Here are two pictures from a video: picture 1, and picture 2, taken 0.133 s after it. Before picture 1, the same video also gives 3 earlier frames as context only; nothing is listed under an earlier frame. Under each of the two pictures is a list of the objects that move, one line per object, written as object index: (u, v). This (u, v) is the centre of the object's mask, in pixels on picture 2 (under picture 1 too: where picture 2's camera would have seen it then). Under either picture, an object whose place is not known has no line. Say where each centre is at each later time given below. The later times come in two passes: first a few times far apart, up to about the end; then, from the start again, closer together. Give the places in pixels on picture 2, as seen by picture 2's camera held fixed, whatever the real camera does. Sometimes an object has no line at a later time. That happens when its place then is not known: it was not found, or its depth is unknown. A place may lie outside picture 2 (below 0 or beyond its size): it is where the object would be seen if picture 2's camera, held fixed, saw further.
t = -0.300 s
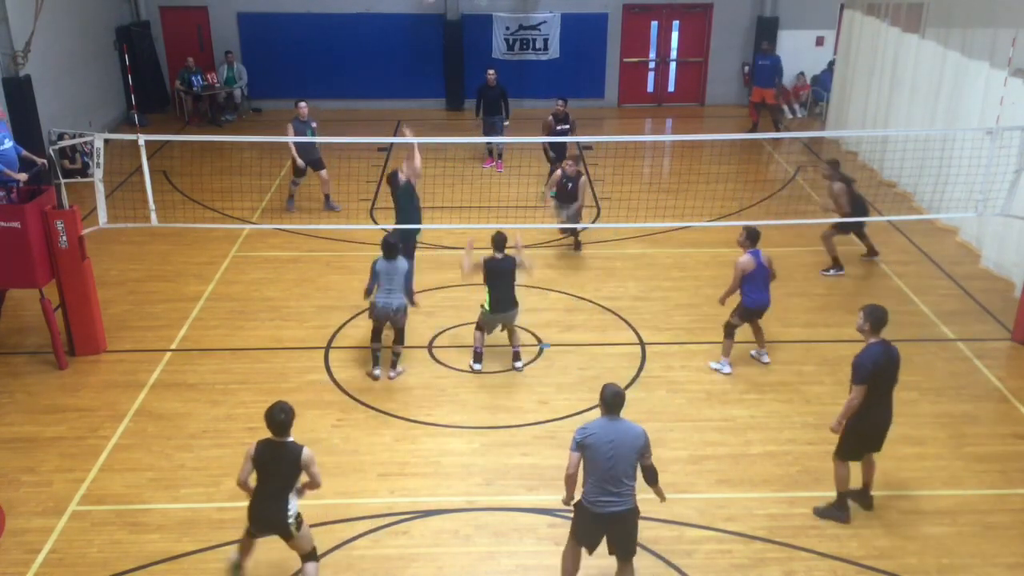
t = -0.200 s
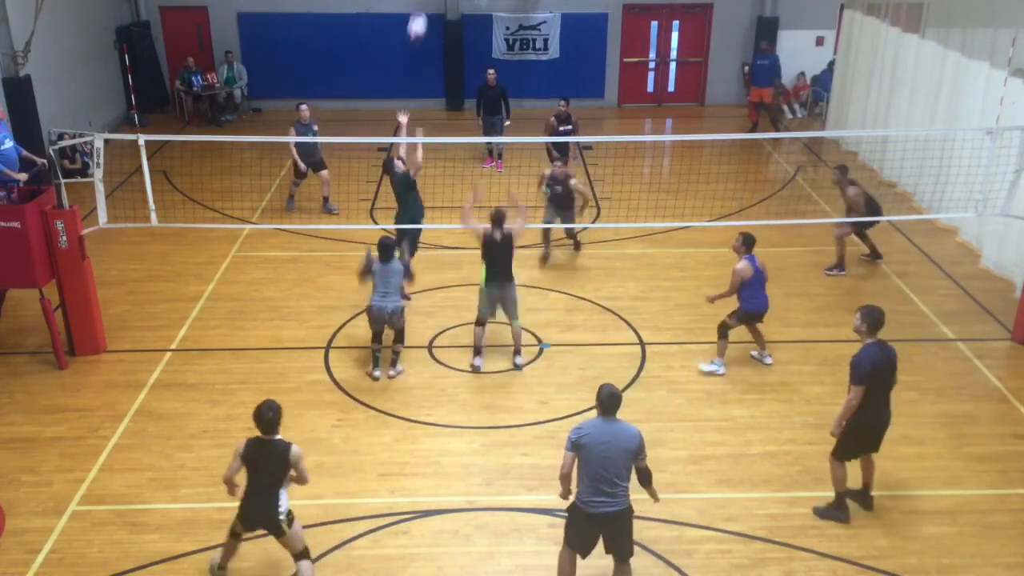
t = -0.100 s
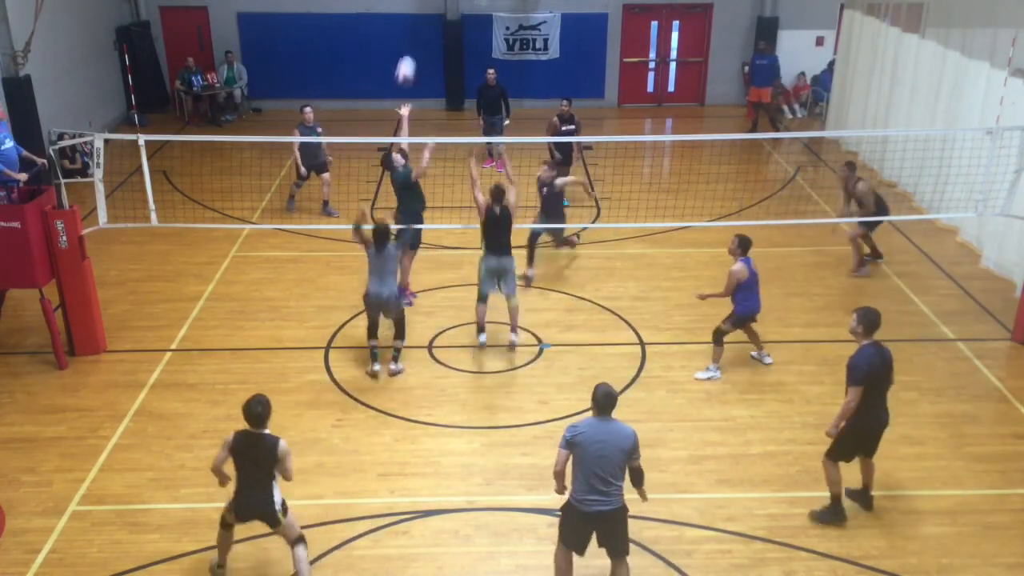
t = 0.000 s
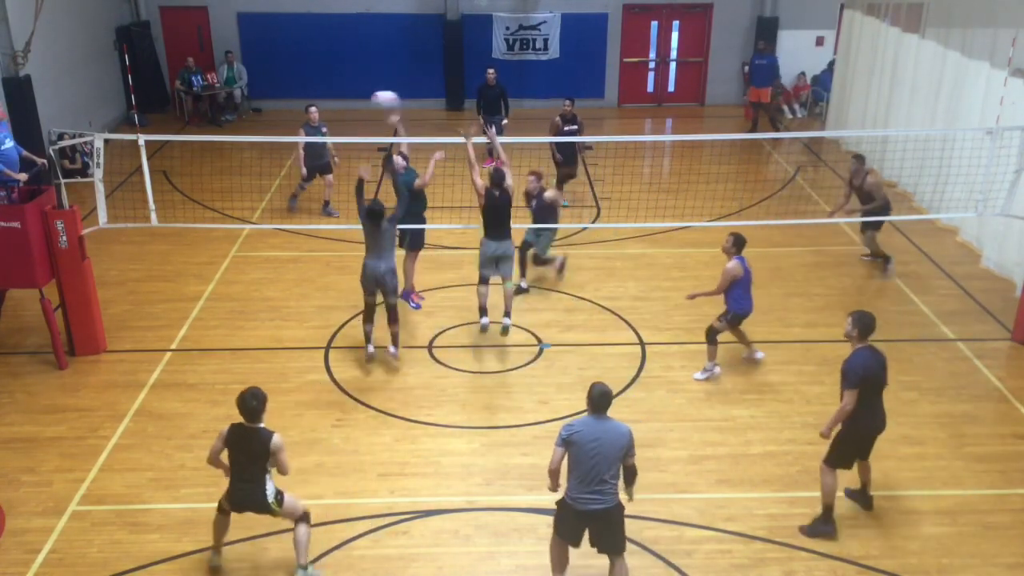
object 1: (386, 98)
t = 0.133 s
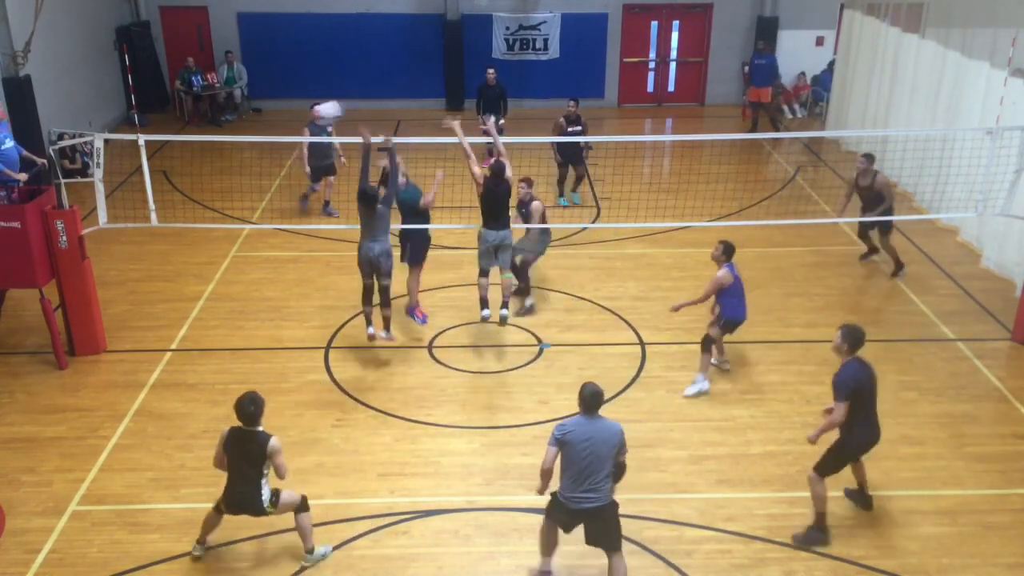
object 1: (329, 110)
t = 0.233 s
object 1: (282, 131)
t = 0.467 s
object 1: (158, 238)
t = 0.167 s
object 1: (313, 116)
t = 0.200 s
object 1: (296, 124)
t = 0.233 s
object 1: (282, 131)
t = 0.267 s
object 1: (265, 144)
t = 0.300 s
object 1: (247, 155)
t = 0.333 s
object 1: (231, 168)
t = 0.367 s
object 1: (213, 183)
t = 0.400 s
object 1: (195, 200)
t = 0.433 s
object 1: (178, 218)
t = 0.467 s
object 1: (158, 238)
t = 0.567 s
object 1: (101, 308)
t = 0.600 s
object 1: (83, 334)
